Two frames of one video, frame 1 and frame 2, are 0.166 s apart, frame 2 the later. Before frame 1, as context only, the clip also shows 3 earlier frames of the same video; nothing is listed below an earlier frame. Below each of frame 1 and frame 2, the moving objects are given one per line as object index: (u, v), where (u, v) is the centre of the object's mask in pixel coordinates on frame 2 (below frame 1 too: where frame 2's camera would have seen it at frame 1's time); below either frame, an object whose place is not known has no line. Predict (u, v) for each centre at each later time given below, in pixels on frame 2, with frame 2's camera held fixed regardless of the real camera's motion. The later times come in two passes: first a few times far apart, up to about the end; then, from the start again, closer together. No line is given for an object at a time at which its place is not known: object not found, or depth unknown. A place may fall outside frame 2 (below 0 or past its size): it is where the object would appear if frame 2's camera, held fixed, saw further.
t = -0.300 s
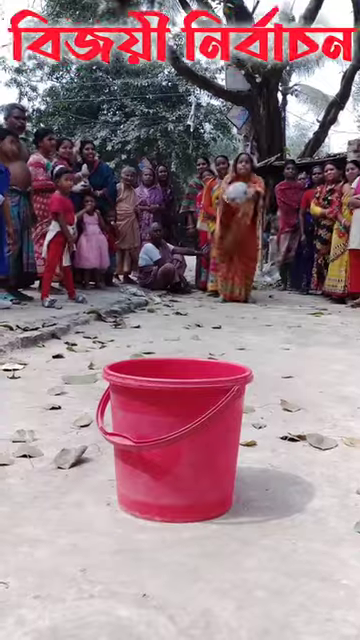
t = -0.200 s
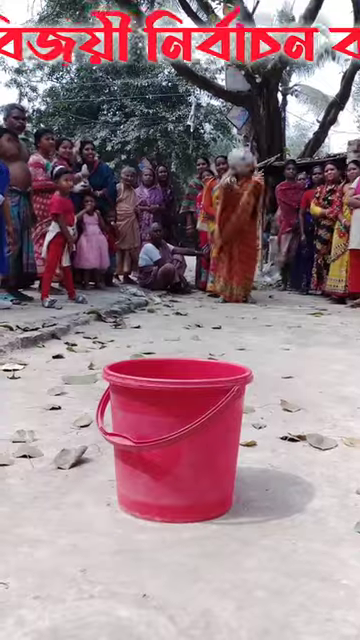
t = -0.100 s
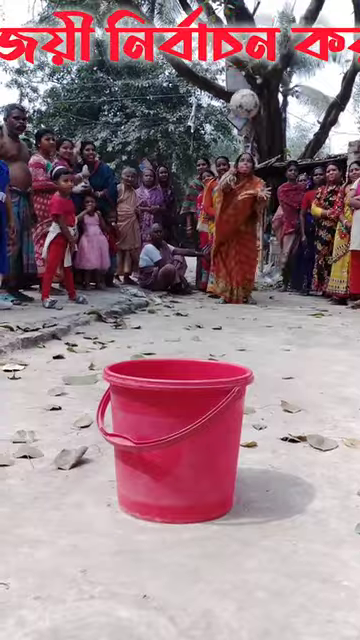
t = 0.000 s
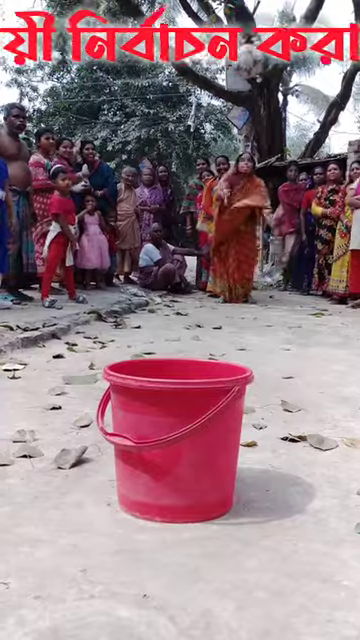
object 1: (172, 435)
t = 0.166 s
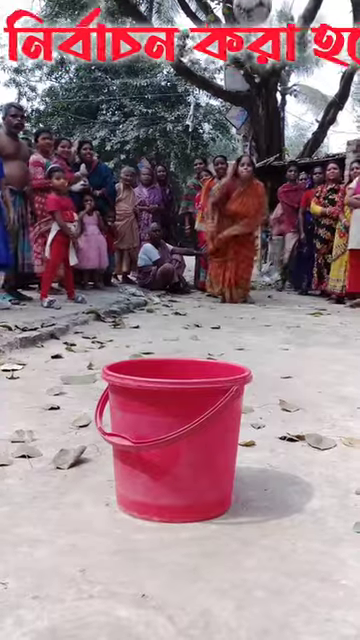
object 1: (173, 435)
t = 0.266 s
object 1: (172, 435)
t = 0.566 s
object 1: (172, 435)
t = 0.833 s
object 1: (149, 426)
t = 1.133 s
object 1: (66, 449)
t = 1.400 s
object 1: (43, 440)
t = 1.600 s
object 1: (39, 458)
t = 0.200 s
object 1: (173, 435)
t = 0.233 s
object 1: (173, 435)
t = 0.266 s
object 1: (172, 435)
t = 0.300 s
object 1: (172, 435)
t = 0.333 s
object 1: (173, 435)
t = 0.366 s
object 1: (173, 435)
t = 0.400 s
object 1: (173, 435)
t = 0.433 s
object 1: (172, 435)
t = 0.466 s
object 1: (173, 435)
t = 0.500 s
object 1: (173, 435)
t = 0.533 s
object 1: (173, 435)
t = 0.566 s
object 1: (172, 435)
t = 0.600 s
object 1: (173, 435)
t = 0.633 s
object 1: (173, 435)
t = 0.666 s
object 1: (173, 435)
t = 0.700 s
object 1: (172, 435)
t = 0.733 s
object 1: (173, 435)
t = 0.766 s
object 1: (164, 432)
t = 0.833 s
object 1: (149, 426)
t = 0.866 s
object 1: (140, 424)
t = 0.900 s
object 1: (132, 425)
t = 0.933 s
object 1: (124, 425)
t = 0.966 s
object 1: (115, 425)
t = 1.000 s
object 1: (107, 427)
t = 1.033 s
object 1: (97, 430)
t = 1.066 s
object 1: (88, 434)
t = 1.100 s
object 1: (79, 442)
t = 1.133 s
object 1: (66, 449)
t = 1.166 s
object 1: (60, 447)
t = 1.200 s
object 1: (54, 446)
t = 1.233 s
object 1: (49, 450)
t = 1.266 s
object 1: (46, 450)
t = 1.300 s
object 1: (45, 443)
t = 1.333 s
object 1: (45, 440)
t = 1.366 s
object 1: (44, 439)
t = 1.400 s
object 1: (43, 440)
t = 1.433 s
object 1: (41, 441)
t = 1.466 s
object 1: (40, 444)
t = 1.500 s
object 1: (39, 450)
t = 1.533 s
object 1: (39, 452)
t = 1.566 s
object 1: (39, 453)
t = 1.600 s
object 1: (39, 458)
